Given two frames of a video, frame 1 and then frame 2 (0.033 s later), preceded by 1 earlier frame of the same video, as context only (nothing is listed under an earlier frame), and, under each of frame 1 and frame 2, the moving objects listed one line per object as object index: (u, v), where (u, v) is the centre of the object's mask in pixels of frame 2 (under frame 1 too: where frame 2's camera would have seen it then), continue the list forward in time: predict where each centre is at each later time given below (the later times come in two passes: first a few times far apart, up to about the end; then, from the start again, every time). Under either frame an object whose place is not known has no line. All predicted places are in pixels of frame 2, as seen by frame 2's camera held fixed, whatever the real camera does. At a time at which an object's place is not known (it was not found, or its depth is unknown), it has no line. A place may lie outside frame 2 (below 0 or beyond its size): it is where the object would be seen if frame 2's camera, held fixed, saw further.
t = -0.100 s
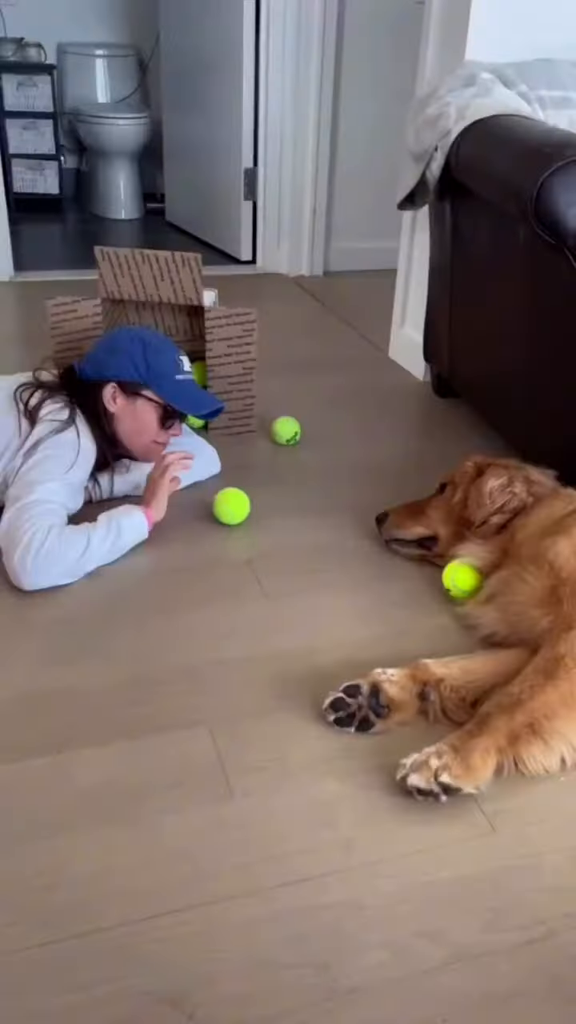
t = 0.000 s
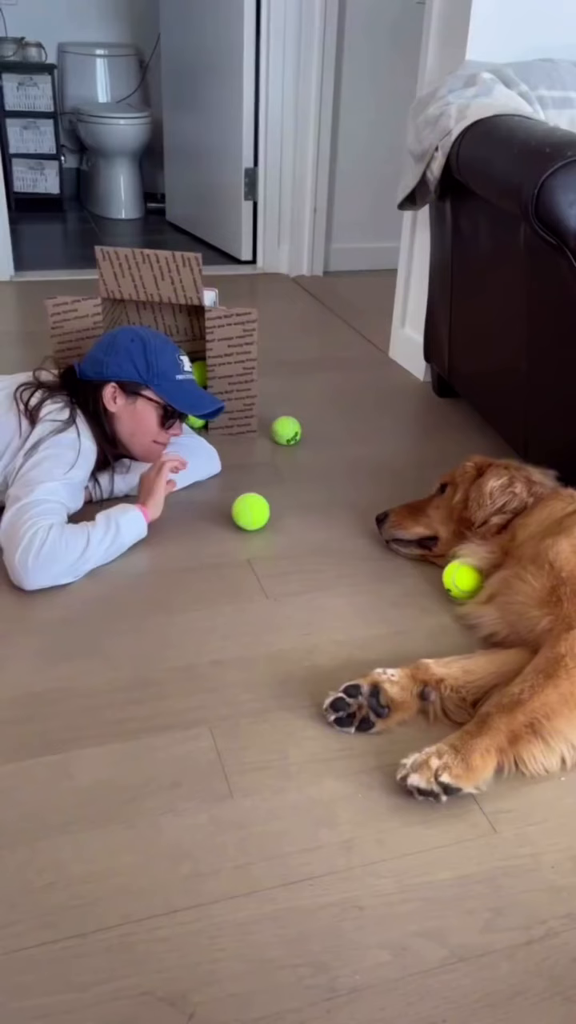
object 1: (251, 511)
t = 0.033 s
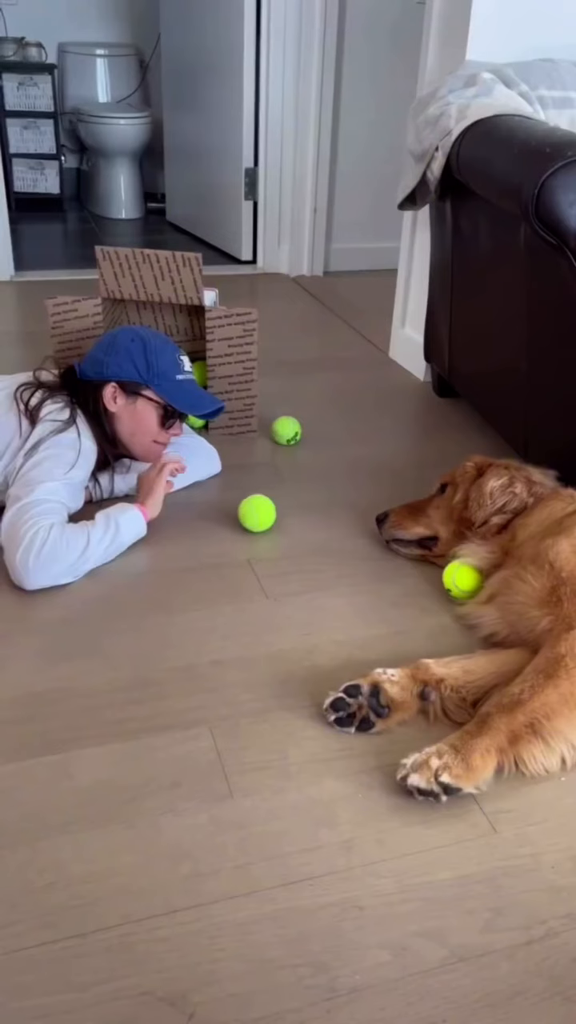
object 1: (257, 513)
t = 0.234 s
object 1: (294, 522)
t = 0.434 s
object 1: (332, 531)
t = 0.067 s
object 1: (263, 514)
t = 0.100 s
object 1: (269, 516)
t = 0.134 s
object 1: (275, 517)
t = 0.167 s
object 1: (281, 519)
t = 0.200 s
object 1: (287, 520)
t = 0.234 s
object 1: (294, 522)
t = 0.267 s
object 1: (300, 523)
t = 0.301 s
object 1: (306, 525)
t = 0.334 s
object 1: (313, 526)
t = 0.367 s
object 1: (319, 528)
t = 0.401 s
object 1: (326, 529)
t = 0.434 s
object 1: (332, 531)
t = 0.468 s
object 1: (338, 532)
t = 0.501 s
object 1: (344, 534)
